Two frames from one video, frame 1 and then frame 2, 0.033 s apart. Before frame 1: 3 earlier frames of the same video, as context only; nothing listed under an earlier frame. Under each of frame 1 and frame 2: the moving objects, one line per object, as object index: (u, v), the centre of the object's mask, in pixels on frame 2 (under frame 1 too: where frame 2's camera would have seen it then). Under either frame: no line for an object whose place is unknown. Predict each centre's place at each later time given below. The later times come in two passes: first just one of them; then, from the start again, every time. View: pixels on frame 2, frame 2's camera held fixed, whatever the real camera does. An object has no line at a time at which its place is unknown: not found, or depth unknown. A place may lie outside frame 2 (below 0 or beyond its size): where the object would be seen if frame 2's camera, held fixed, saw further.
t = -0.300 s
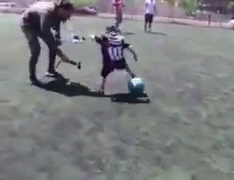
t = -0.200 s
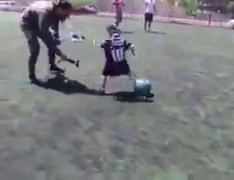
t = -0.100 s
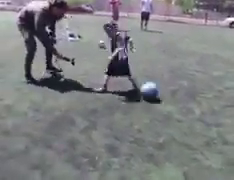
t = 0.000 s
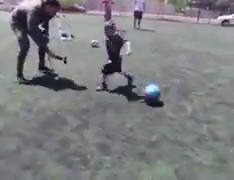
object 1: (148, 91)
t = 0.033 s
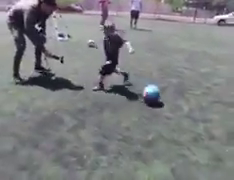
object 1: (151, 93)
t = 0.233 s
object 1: (171, 101)
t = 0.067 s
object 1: (155, 94)
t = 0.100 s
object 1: (157, 96)
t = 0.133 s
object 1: (161, 97)
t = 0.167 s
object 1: (164, 98)
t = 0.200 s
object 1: (167, 100)
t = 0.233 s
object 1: (171, 101)
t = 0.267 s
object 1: (174, 102)
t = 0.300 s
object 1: (177, 103)
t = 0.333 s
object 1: (181, 105)
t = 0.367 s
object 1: (184, 106)
